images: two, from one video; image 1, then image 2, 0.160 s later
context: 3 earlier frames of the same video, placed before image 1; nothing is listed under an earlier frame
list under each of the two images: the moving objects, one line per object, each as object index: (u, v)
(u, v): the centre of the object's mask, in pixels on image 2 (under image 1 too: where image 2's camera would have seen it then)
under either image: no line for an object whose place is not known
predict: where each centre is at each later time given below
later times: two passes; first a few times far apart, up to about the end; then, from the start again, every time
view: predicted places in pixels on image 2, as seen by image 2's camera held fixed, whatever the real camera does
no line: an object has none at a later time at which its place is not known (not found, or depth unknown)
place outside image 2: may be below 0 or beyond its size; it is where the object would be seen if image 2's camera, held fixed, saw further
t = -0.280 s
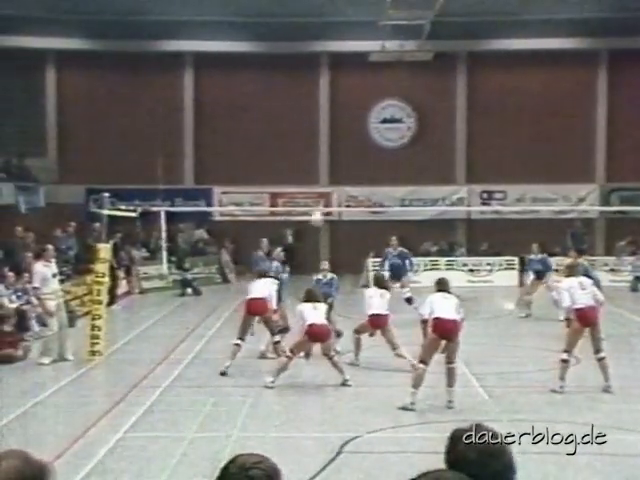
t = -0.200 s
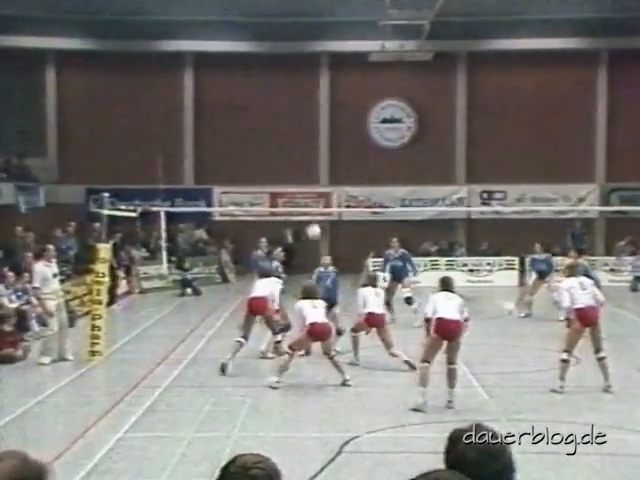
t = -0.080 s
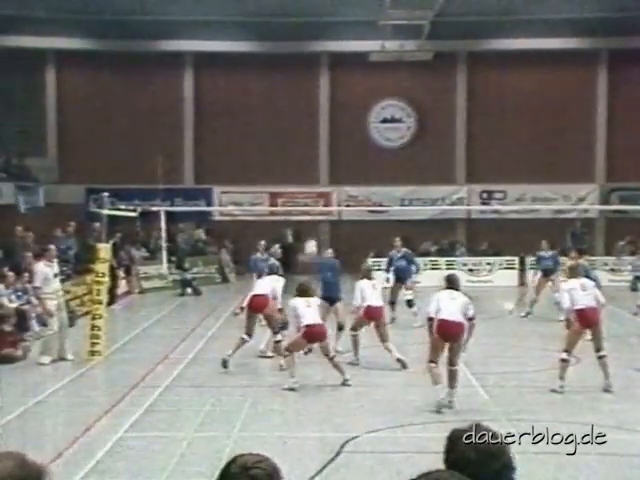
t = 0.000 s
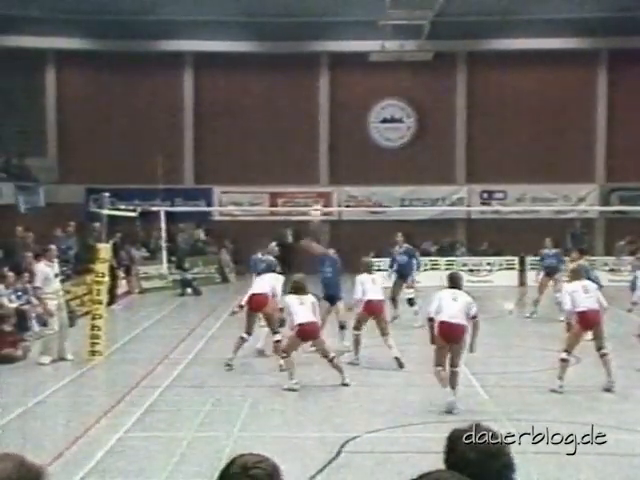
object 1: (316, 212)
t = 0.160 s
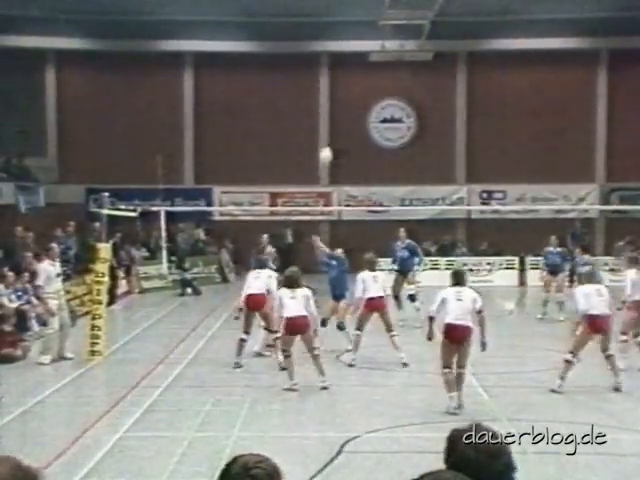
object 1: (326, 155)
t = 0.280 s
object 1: (334, 124)
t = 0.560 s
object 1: (348, 86)
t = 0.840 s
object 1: (362, 95)
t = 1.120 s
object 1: (376, 151)
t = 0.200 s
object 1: (328, 144)
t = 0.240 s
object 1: (331, 134)
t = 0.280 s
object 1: (334, 124)
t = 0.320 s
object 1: (336, 115)
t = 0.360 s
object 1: (338, 108)
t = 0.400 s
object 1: (339, 102)
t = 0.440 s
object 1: (342, 96)
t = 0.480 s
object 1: (344, 92)
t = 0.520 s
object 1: (346, 88)
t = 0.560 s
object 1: (348, 86)
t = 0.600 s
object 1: (350, 85)
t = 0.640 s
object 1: (352, 84)
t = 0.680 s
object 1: (354, 84)
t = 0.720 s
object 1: (357, 86)
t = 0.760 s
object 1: (358, 88)
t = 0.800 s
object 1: (361, 91)
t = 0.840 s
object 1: (362, 95)
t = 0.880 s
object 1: (365, 100)
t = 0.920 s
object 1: (366, 106)
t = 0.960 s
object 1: (368, 113)
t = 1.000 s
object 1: (371, 121)
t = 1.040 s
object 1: (372, 129)
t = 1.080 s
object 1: (375, 140)
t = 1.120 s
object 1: (376, 151)
